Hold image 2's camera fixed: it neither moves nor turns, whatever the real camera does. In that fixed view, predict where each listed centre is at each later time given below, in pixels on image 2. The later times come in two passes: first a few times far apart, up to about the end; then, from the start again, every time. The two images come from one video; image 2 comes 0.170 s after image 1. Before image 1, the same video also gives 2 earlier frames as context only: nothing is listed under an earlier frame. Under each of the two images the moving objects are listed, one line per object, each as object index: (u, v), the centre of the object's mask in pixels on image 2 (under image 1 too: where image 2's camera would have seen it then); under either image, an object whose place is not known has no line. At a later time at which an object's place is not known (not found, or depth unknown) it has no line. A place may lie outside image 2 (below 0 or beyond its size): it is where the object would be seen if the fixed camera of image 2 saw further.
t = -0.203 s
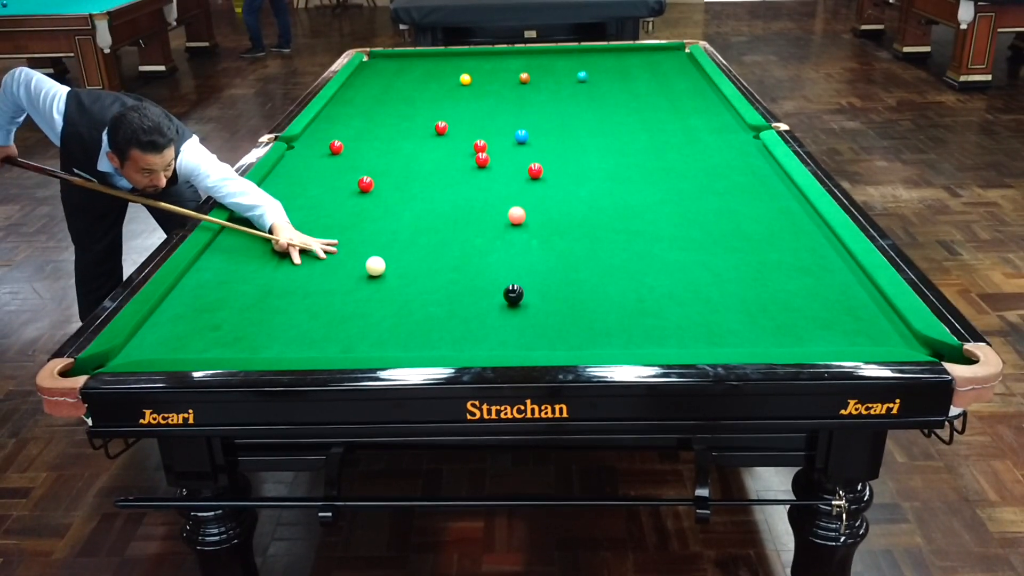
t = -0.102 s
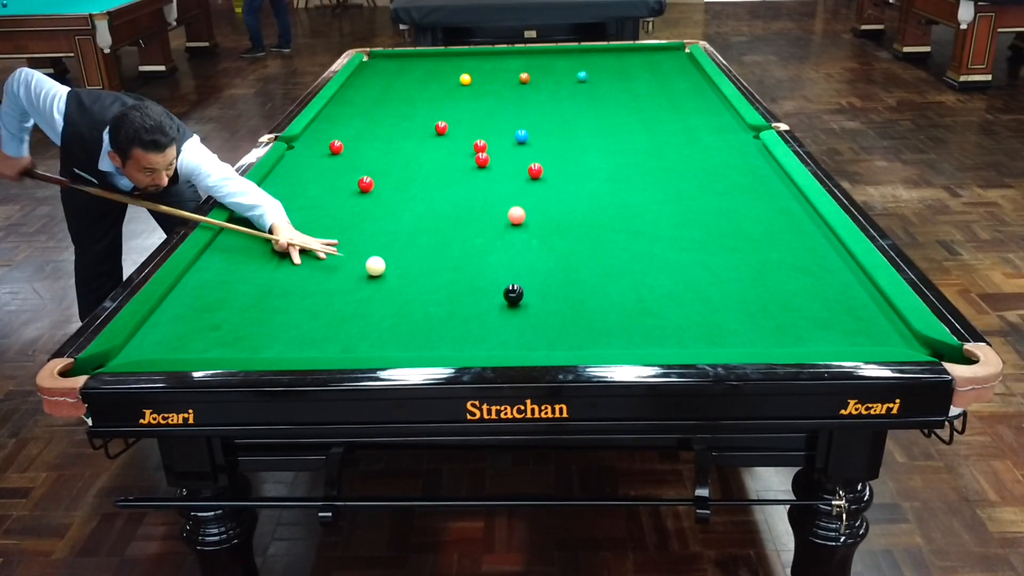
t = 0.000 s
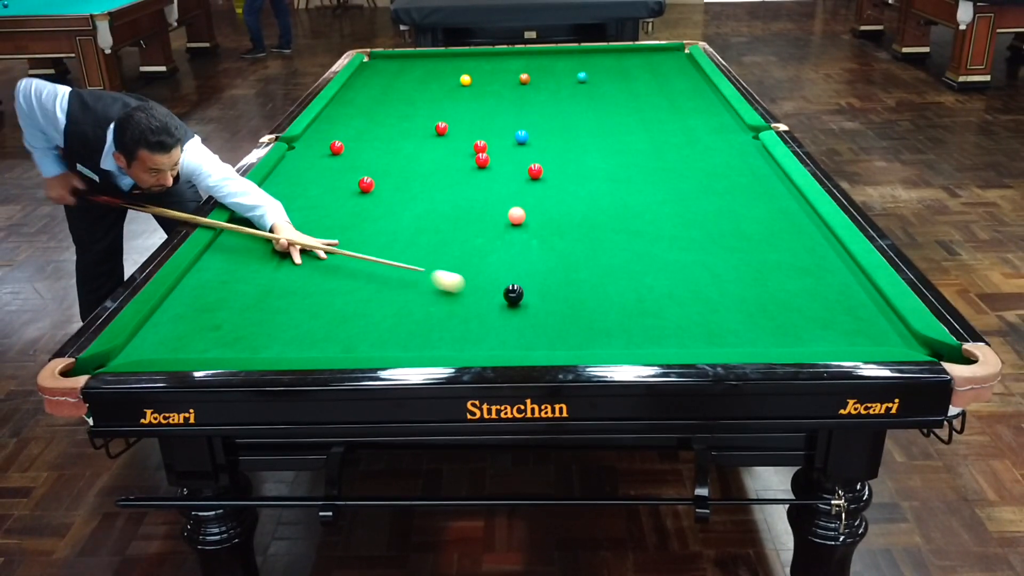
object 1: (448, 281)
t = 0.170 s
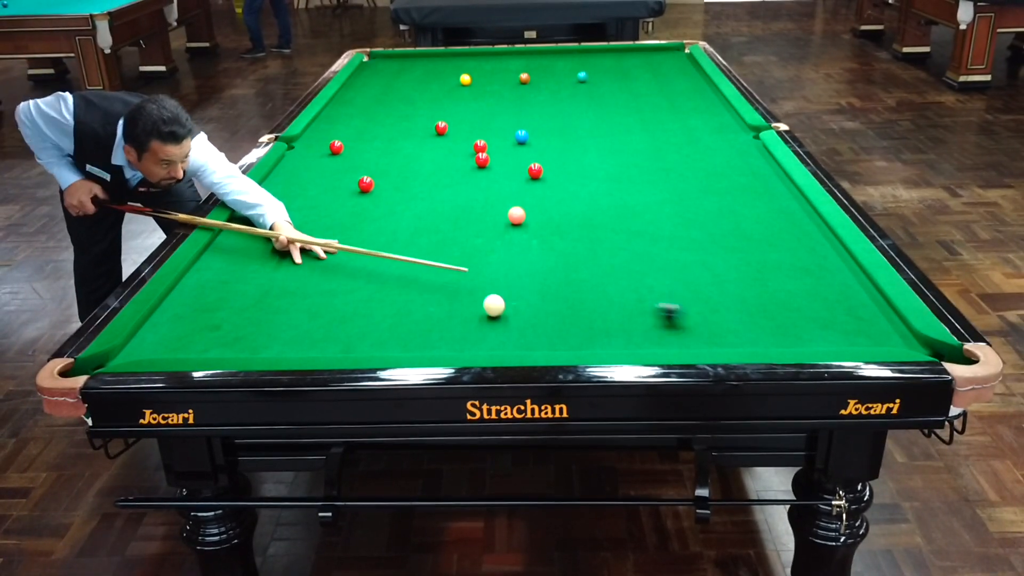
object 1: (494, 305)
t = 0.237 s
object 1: (500, 313)
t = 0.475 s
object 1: (550, 344)
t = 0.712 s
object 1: (604, 327)
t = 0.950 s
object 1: (652, 306)
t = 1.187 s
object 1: (695, 288)
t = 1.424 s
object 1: (735, 271)
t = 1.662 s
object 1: (770, 257)
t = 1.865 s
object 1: (797, 245)
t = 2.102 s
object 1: (827, 234)
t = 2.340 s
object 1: (799, 226)
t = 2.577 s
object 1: (775, 218)
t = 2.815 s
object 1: (753, 212)
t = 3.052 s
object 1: (733, 206)
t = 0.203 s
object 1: (496, 309)
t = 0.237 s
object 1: (500, 313)
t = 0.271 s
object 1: (504, 317)
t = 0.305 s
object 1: (510, 322)
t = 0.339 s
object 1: (517, 326)
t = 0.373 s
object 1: (524, 331)
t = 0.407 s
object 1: (532, 337)
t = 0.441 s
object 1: (541, 340)
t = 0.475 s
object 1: (550, 344)
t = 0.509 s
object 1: (559, 345)
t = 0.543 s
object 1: (567, 342)
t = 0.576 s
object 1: (575, 340)
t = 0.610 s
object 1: (582, 337)
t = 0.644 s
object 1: (590, 334)
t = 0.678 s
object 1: (597, 330)
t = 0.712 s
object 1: (604, 327)
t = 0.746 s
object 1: (611, 324)
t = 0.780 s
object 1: (619, 321)
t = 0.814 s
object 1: (625, 318)
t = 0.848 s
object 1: (632, 315)
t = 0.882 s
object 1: (639, 312)
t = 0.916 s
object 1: (646, 309)
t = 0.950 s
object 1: (652, 306)
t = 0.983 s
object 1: (659, 303)
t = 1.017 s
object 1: (665, 301)
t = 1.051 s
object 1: (671, 298)
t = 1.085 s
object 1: (677, 295)
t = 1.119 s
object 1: (684, 293)
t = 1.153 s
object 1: (689, 290)
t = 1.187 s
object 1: (695, 288)
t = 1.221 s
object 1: (701, 285)
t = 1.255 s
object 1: (707, 283)
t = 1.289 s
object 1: (713, 280)
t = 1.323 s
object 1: (718, 278)
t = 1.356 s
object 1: (724, 276)
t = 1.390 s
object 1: (730, 274)
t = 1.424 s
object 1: (735, 271)
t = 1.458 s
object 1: (740, 269)
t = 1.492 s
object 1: (745, 267)
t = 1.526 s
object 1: (750, 265)
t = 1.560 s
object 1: (755, 263)
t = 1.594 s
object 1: (760, 261)
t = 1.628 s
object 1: (765, 259)
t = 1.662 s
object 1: (770, 257)
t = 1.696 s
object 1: (775, 255)
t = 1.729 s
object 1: (779, 253)
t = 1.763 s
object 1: (784, 251)
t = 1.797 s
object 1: (788, 249)
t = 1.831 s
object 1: (793, 247)
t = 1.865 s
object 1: (797, 245)
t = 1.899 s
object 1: (802, 243)
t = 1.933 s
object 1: (806, 242)
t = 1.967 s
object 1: (810, 240)
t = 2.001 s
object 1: (814, 239)
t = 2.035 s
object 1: (819, 237)
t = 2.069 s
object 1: (823, 235)
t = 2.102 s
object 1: (827, 234)
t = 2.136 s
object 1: (823, 232)
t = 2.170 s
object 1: (819, 231)
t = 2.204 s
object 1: (815, 230)
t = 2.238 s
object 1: (811, 229)
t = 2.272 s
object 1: (807, 228)
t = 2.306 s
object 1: (803, 227)
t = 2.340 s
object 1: (799, 226)
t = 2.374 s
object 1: (796, 225)
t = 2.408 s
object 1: (792, 223)
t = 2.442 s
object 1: (788, 222)
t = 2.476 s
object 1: (785, 221)
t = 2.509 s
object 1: (781, 220)
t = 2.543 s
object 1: (778, 219)
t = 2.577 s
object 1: (775, 218)
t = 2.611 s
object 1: (771, 217)
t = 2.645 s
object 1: (768, 216)
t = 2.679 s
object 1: (765, 216)
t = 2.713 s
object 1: (761, 215)
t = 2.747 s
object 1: (759, 214)
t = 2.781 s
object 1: (756, 213)
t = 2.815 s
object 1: (753, 212)
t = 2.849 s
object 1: (749, 211)
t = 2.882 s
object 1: (747, 210)
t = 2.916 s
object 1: (744, 209)
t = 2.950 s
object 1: (741, 209)
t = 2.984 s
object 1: (739, 208)
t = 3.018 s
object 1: (736, 207)
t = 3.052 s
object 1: (733, 206)
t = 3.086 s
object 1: (731, 206)
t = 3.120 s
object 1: (729, 204)
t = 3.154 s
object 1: (726, 204)
